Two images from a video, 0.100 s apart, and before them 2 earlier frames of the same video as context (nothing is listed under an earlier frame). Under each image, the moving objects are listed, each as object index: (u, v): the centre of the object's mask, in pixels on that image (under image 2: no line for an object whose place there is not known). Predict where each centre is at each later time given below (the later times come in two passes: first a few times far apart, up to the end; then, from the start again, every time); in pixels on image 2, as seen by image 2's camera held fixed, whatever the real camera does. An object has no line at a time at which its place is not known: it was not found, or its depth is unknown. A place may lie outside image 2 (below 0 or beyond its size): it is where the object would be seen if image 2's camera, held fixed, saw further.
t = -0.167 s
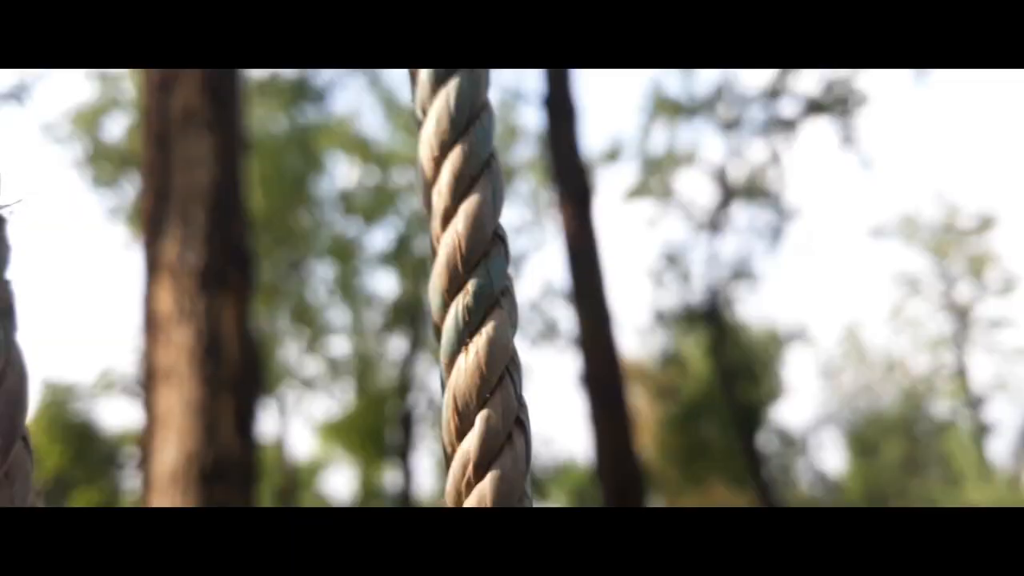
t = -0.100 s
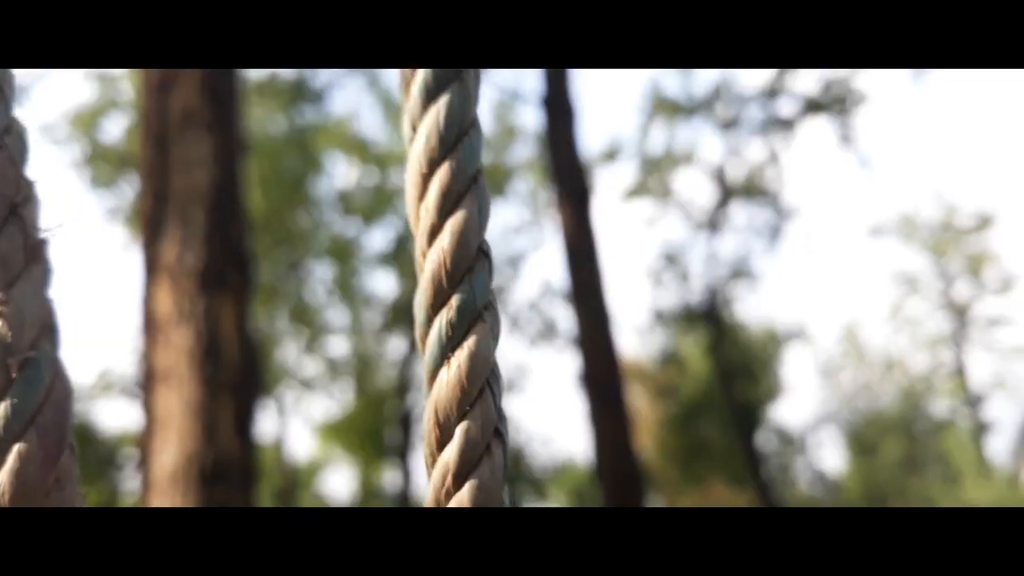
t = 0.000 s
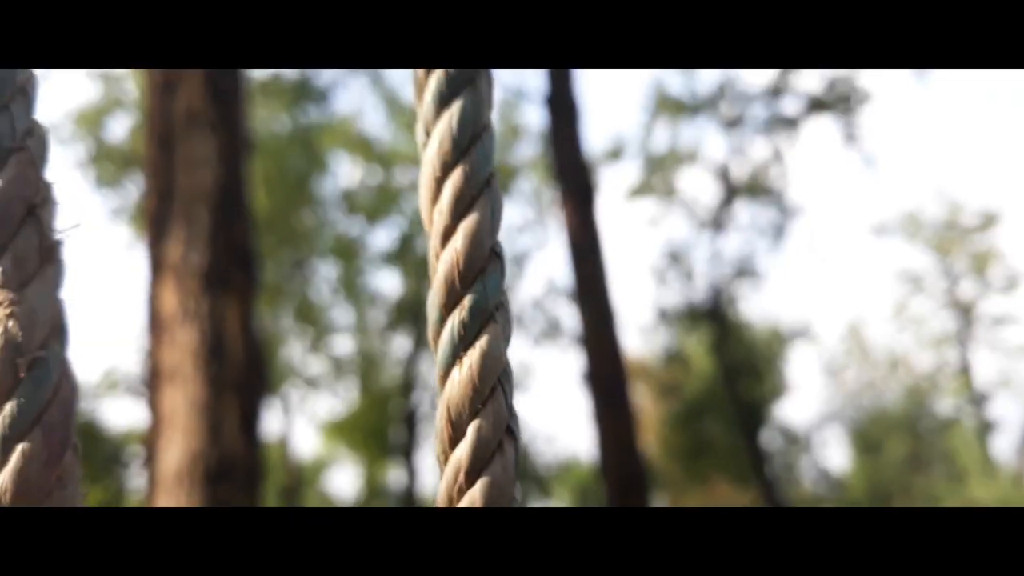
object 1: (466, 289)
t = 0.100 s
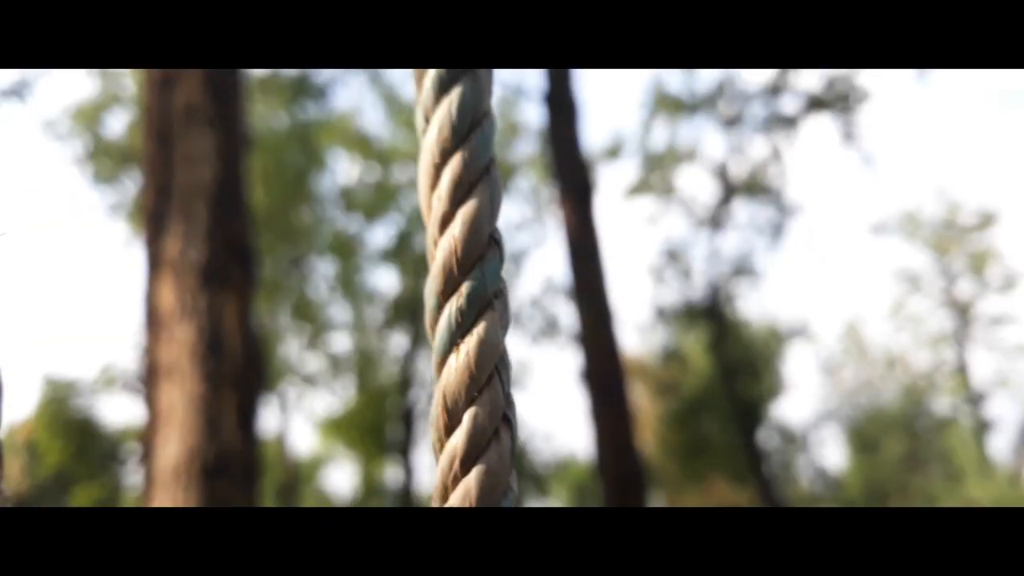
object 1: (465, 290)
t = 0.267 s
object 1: (451, 294)
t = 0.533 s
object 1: (460, 284)
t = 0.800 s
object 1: (452, 272)
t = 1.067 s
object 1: (431, 251)
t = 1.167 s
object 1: (426, 245)
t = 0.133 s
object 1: (451, 291)
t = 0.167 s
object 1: (451, 292)
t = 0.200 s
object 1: (464, 293)
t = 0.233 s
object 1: (454, 292)
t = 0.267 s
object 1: (451, 294)
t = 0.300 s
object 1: (461, 292)
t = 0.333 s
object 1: (454, 292)
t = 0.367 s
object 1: (433, 290)
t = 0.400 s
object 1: (436, 289)
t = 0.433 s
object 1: (445, 287)
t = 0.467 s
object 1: (437, 286)
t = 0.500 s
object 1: (440, 286)
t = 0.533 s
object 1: (460, 284)
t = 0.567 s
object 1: (459, 283)
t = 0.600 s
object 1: (440, 283)
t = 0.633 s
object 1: (445, 282)
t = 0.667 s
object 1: (458, 279)
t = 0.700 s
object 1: (449, 279)
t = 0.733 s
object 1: (445, 276)
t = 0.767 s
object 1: (453, 272)
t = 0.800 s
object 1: (452, 272)
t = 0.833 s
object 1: (443, 269)
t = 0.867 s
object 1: (448, 267)
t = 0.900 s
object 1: (449, 261)
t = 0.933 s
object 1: (436, 258)
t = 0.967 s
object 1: (438, 257)
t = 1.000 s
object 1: (445, 255)
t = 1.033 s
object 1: (436, 252)
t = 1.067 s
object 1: (431, 251)
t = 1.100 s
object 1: (439, 248)
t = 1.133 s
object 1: (434, 245)
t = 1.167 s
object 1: (426, 245)
